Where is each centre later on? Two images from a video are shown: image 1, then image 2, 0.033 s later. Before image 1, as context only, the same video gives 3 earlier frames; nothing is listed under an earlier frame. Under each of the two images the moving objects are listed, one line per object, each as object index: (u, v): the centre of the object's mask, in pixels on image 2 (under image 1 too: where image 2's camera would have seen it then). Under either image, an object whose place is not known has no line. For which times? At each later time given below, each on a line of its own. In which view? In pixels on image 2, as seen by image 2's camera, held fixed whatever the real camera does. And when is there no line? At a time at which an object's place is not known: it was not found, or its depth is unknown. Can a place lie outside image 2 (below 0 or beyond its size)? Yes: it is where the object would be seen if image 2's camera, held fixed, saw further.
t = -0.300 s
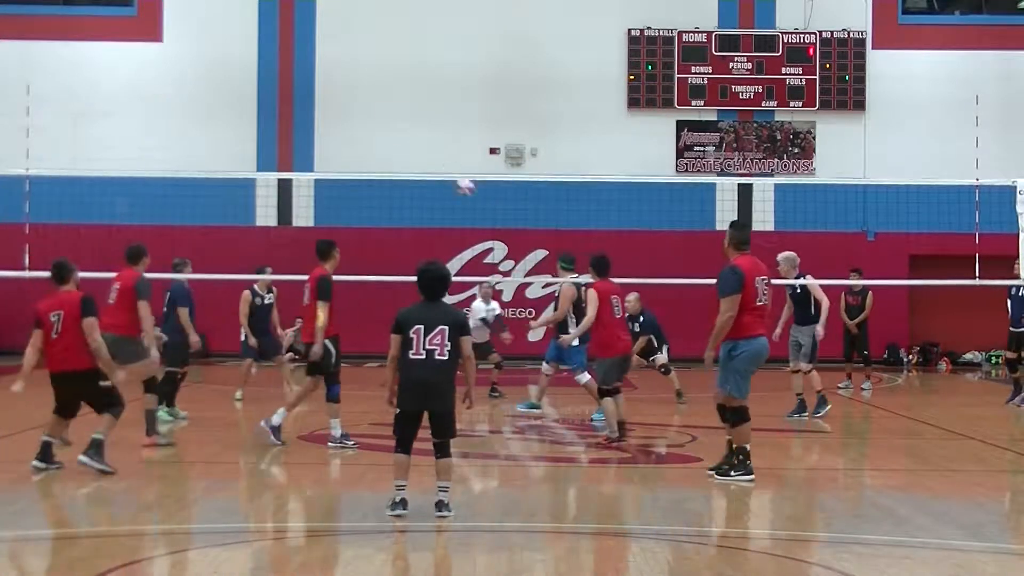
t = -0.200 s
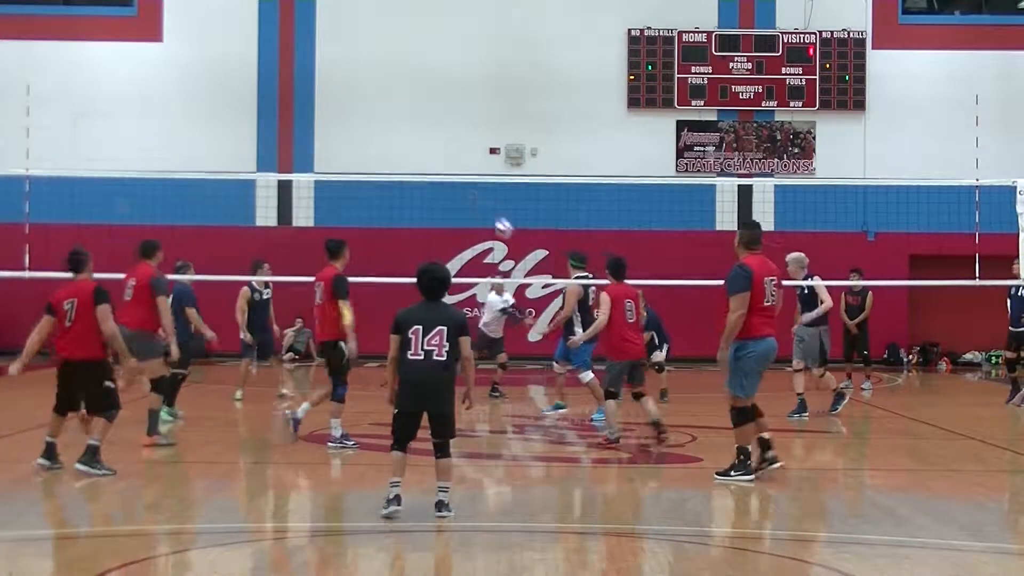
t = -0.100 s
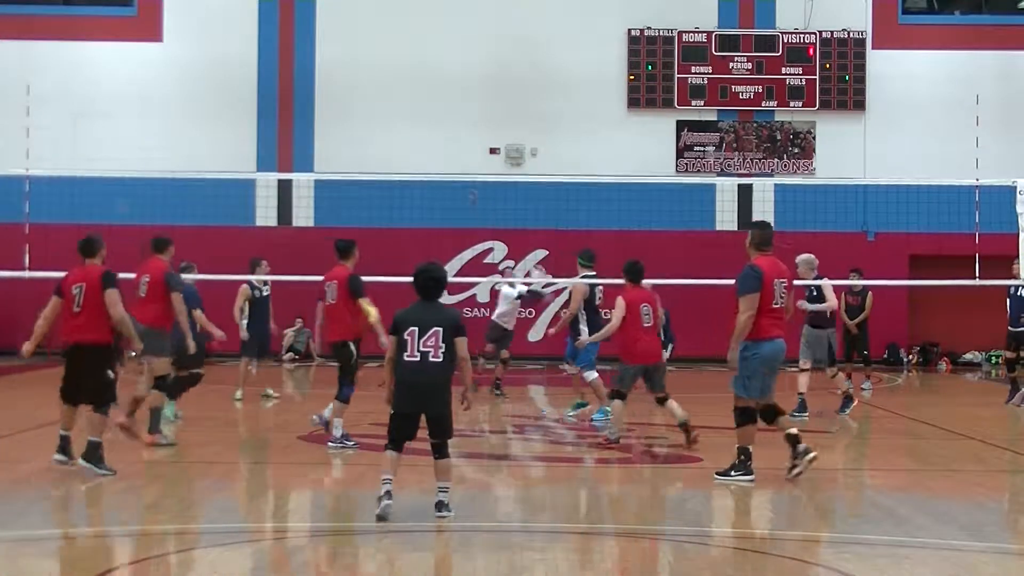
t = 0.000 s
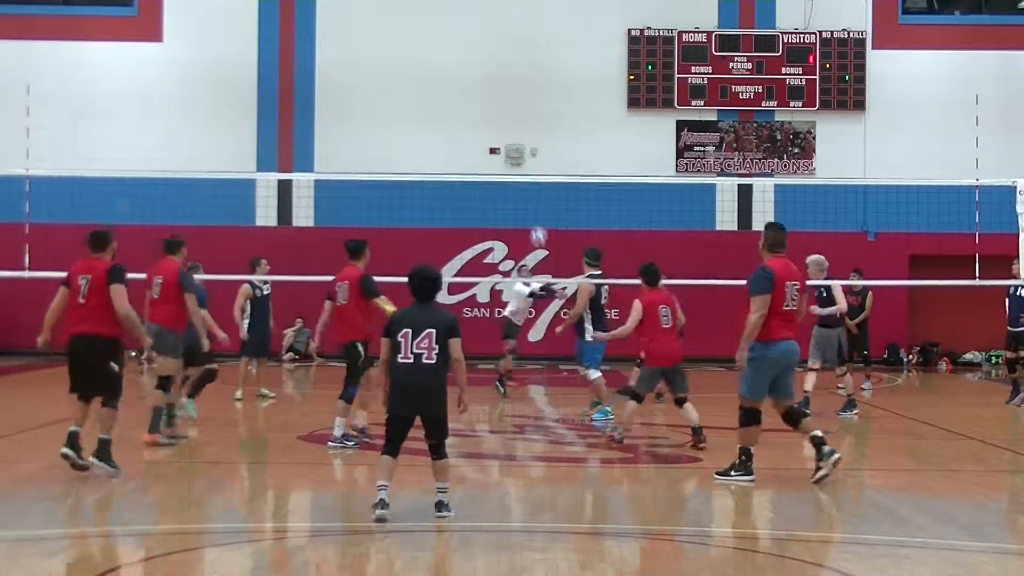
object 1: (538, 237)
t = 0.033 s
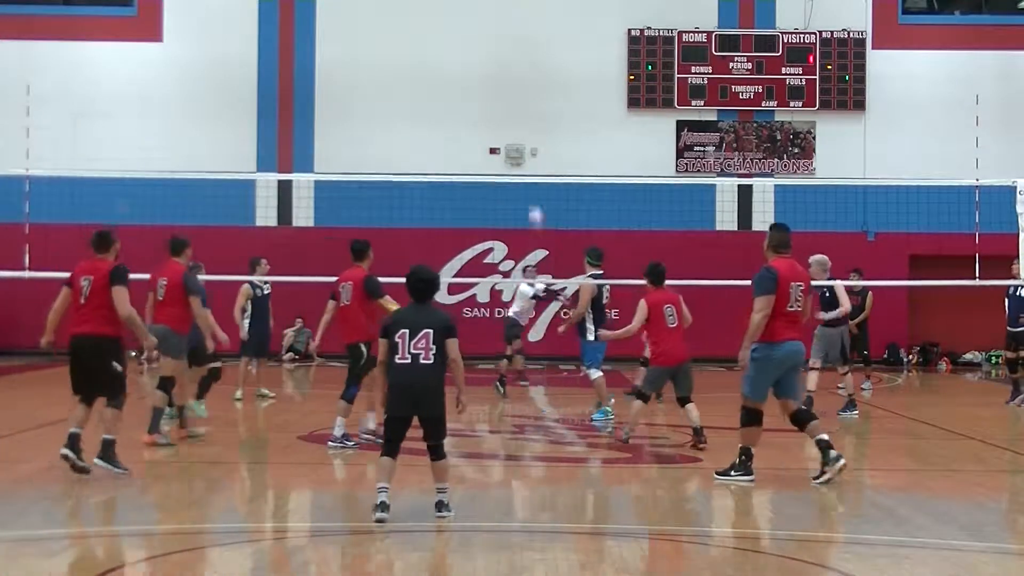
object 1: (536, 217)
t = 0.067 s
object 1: (533, 196)
